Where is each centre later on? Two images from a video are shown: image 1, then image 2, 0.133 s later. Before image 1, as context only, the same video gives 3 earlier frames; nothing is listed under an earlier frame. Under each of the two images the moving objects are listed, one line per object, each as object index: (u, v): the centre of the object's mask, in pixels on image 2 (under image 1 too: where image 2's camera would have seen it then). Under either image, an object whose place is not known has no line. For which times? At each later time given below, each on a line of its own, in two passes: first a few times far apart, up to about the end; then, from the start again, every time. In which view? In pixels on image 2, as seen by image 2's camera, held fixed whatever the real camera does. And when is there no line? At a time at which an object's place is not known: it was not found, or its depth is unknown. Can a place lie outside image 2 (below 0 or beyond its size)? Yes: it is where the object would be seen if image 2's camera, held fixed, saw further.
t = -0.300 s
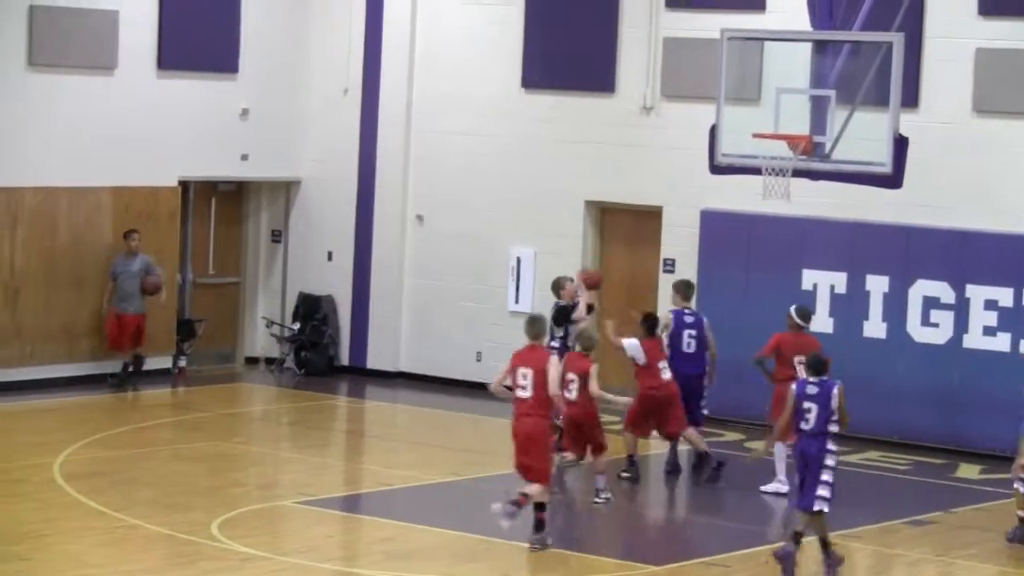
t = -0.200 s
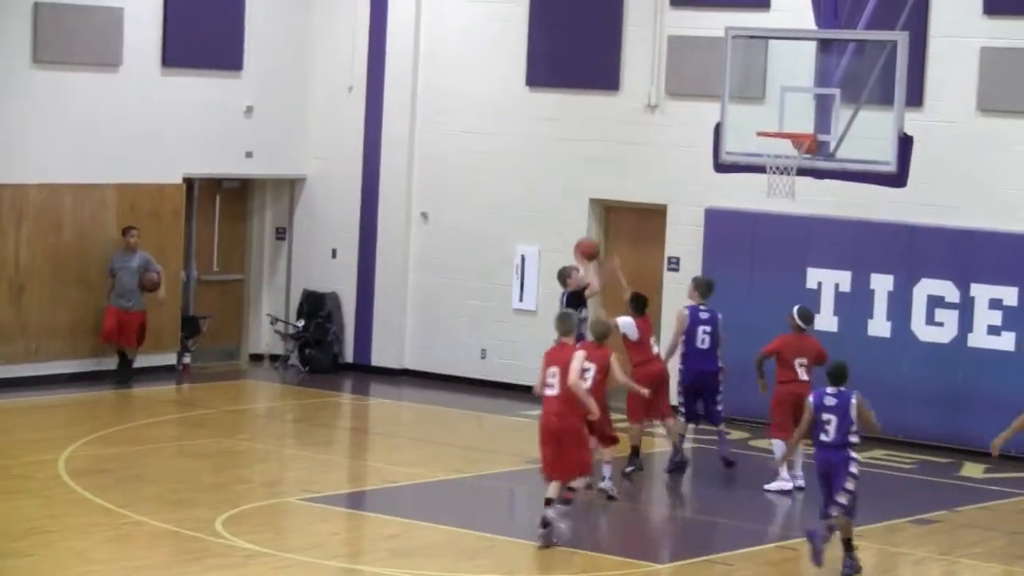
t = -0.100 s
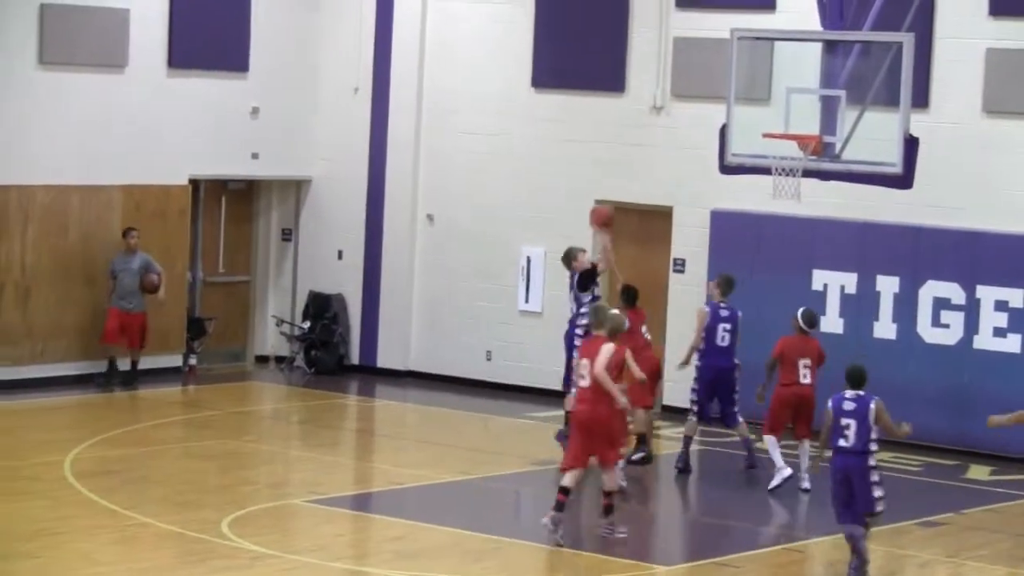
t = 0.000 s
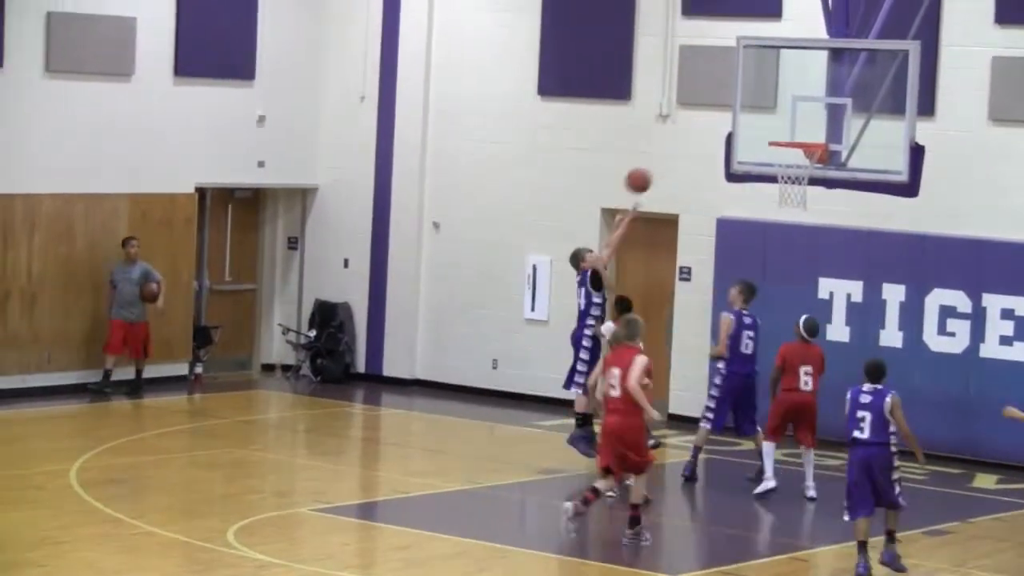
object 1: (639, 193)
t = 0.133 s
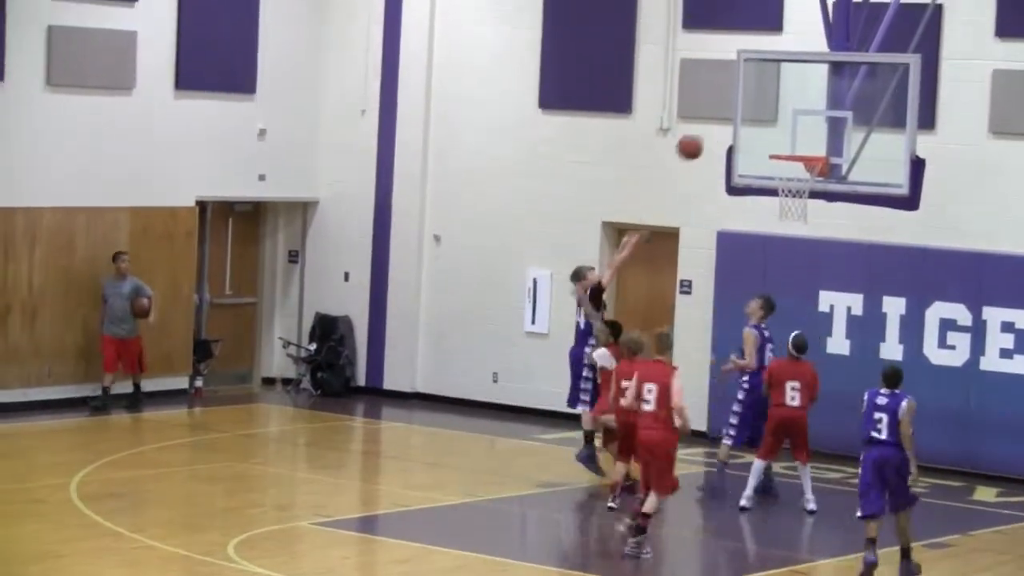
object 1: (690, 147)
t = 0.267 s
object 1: (739, 120)
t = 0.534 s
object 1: (793, 132)
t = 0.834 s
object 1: (790, 211)
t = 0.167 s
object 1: (702, 138)
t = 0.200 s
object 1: (714, 132)
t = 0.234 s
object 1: (727, 125)
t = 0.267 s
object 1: (739, 120)
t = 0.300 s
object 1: (751, 116)
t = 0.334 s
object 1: (763, 114)
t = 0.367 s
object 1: (775, 112)
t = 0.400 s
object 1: (780, 113)
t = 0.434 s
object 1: (784, 116)
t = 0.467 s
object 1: (786, 119)
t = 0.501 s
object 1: (790, 124)
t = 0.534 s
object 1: (793, 132)
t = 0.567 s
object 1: (796, 139)
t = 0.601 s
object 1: (800, 146)
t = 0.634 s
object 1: (802, 157)
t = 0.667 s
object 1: (803, 172)
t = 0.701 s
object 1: (801, 180)
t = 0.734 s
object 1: (800, 188)
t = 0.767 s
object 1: (797, 193)
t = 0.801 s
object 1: (793, 198)
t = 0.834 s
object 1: (790, 211)
